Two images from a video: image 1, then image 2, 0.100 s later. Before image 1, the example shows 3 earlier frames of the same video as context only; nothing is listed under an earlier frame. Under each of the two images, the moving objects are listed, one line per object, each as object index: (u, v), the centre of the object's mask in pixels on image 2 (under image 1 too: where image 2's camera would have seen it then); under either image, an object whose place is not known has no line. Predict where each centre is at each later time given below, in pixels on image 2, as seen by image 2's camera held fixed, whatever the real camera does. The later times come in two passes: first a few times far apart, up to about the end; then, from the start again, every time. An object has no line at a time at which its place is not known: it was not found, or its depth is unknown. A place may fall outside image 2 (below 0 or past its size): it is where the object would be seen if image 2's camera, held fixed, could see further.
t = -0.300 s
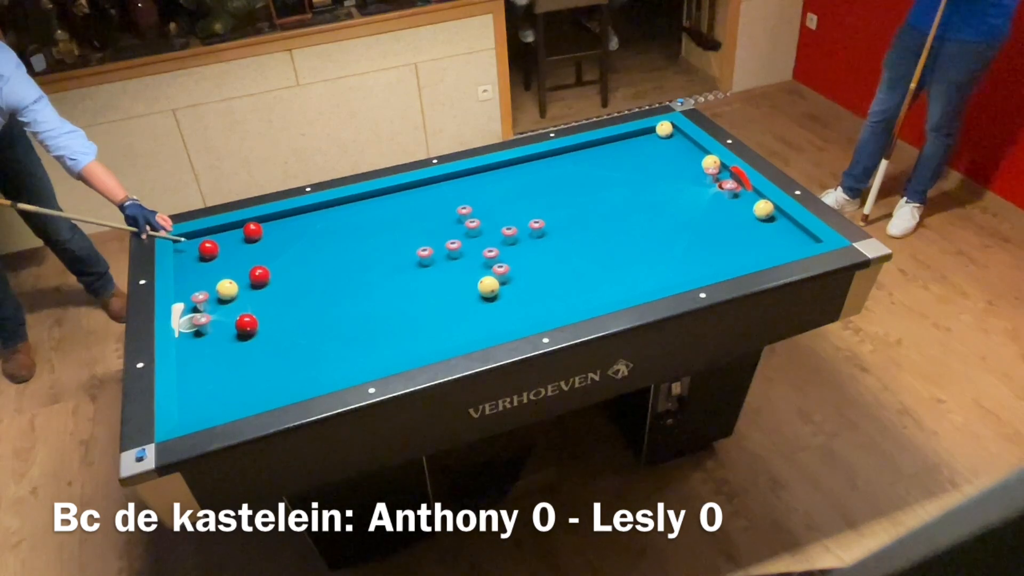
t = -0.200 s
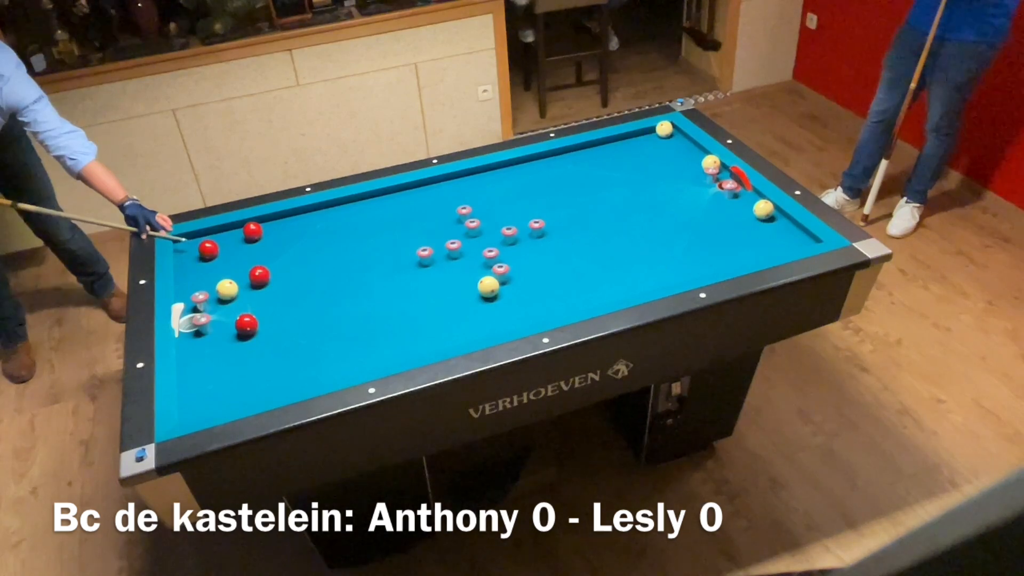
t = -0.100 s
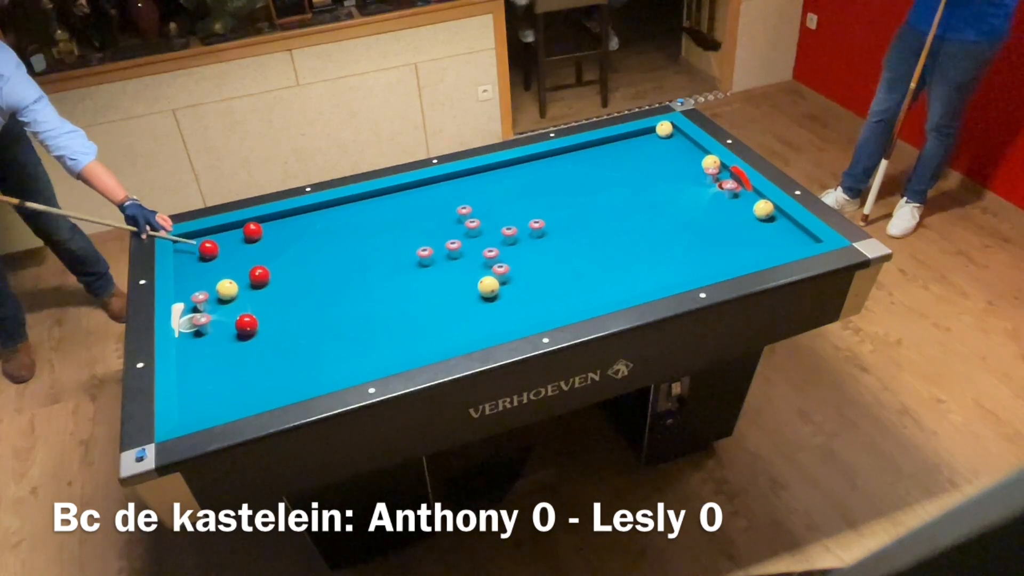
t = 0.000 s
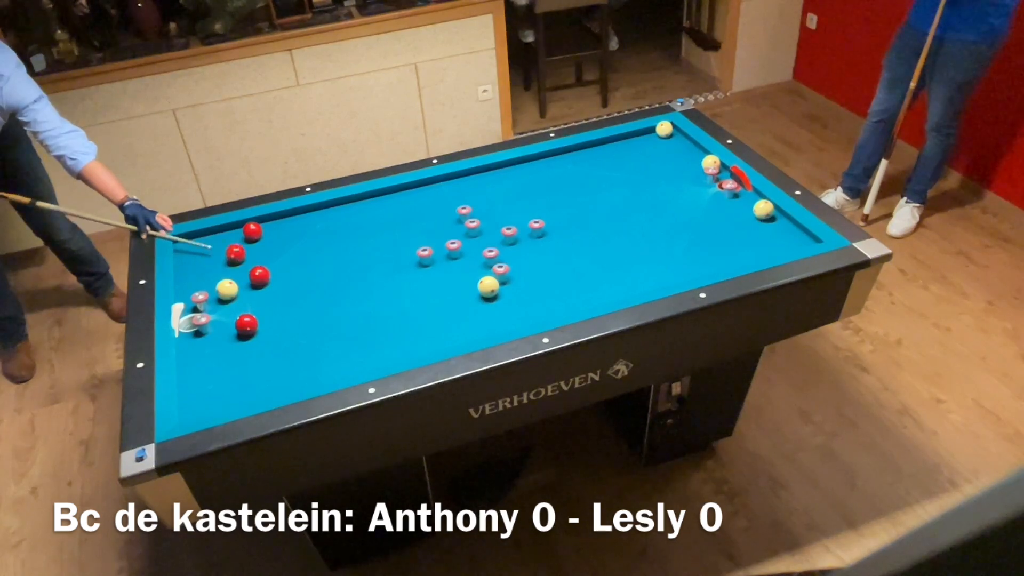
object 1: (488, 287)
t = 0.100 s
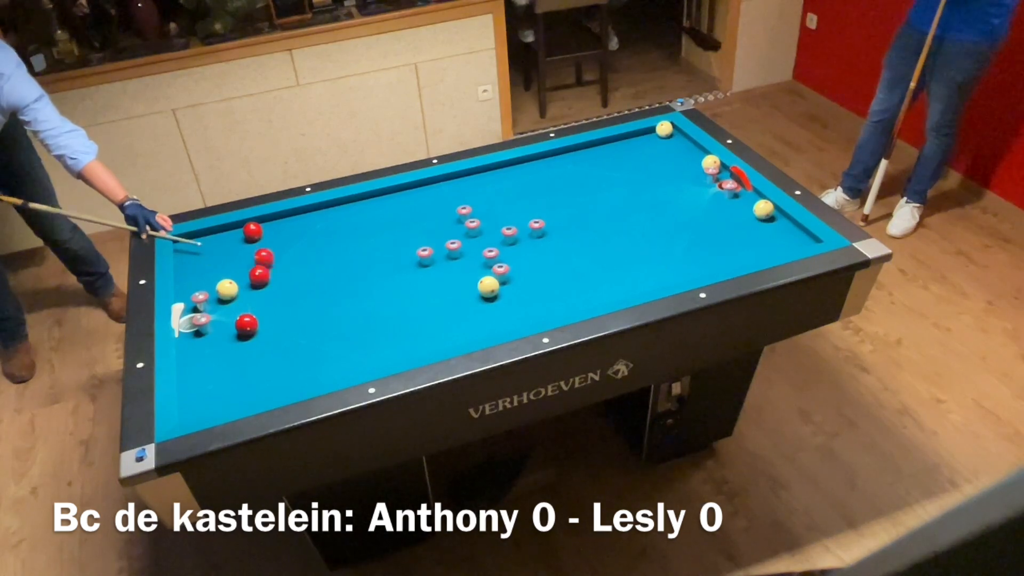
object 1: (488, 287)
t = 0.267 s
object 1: (488, 287)
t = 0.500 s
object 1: (488, 287)
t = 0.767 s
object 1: (488, 287)
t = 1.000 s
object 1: (534, 284)
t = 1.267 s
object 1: (587, 282)
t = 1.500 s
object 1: (633, 279)
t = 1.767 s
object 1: (682, 274)
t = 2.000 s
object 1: (708, 264)
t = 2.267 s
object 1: (735, 251)
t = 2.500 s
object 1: (757, 240)
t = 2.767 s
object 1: (780, 228)
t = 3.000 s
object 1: (779, 225)
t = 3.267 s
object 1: (760, 226)
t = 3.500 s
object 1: (745, 227)
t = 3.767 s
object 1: (729, 228)
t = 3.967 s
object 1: (717, 229)
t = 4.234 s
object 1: (702, 230)
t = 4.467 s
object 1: (691, 230)
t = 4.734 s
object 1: (679, 231)
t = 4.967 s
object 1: (669, 232)
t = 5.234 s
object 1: (658, 233)
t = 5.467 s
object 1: (650, 234)
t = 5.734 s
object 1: (641, 235)
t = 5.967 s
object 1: (635, 235)
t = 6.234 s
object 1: (628, 235)
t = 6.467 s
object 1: (623, 235)
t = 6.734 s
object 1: (619, 236)
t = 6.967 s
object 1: (615, 237)
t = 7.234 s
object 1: (613, 238)
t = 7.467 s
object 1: (612, 238)
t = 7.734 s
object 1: (611, 238)
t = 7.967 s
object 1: (611, 238)
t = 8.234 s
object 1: (611, 238)
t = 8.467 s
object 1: (611, 238)
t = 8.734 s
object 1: (611, 238)
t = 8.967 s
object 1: (611, 238)
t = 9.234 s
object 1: (611, 238)
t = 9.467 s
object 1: (611, 239)
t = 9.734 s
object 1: (611, 239)
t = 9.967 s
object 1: (611, 239)
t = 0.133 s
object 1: (488, 287)
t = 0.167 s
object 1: (488, 287)
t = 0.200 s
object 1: (488, 287)
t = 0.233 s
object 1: (488, 287)
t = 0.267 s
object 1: (488, 287)
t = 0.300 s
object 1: (488, 287)
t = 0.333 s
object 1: (488, 287)
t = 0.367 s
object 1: (488, 287)
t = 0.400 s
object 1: (488, 287)
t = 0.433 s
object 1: (488, 287)
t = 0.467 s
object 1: (488, 287)
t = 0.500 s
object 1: (488, 287)
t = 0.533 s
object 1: (488, 287)
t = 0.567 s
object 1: (488, 287)
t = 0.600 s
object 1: (488, 287)
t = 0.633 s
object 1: (488, 287)
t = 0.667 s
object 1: (488, 287)
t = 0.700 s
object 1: (488, 287)
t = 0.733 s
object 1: (488, 287)
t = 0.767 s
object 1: (488, 287)
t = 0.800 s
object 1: (488, 287)
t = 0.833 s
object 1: (497, 286)
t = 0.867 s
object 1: (506, 286)
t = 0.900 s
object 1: (514, 285)
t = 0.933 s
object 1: (521, 285)
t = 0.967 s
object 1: (528, 285)
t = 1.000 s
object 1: (534, 284)
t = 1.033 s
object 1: (541, 284)
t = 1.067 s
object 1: (548, 284)
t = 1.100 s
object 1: (554, 283)
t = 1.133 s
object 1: (561, 283)
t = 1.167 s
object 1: (567, 283)
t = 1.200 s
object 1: (574, 282)
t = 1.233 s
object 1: (581, 282)
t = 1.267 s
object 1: (587, 282)
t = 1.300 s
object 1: (594, 281)
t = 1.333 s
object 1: (600, 281)
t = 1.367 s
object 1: (607, 281)
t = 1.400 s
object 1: (613, 280)
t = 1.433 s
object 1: (620, 280)
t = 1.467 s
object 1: (626, 280)
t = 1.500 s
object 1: (633, 279)
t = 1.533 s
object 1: (639, 279)
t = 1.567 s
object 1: (645, 279)
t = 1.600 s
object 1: (652, 278)
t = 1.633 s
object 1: (658, 277)
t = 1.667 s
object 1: (664, 276)
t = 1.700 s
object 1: (670, 276)
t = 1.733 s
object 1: (676, 275)
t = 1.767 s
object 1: (682, 274)
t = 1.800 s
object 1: (686, 272)
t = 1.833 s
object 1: (689, 271)
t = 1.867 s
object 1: (693, 269)
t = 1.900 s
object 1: (697, 268)
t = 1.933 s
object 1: (700, 266)
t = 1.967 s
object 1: (704, 265)
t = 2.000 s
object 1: (708, 264)
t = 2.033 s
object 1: (711, 262)
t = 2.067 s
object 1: (715, 260)
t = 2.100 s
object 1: (719, 259)
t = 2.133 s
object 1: (722, 257)
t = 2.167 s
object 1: (725, 255)
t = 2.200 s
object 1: (729, 254)
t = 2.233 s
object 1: (732, 252)
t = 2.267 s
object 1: (735, 251)
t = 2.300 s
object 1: (738, 249)
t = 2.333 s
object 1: (742, 247)
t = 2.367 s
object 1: (745, 246)
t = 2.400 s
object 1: (748, 244)
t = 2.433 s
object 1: (751, 243)
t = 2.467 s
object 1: (754, 241)
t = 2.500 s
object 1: (757, 240)
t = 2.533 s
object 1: (760, 238)
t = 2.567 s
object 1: (763, 236)
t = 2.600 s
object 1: (766, 235)
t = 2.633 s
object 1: (769, 234)
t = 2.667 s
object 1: (772, 232)
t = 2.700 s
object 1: (775, 231)
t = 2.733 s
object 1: (778, 229)
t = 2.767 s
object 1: (780, 228)
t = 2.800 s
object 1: (783, 226)
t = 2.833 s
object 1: (786, 225)
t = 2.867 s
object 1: (789, 224)
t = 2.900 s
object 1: (786, 224)
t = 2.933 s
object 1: (783, 224)
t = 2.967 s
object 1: (781, 225)
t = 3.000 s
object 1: (779, 225)
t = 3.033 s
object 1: (776, 225)
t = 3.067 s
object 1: (774, 225)
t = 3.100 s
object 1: (772, 225)
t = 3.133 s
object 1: (769, 225)
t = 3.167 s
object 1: (767, 226)
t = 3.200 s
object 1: (765, 226)
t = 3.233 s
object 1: (762, 226)
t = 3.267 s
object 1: (760, 226)
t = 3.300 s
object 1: (758, 226)
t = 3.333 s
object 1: (756, 226)
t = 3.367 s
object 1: (753, 226)
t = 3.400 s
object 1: (751, 226)
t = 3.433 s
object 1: (749, 226)
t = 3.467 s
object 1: (747, 227)
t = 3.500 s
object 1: (745, 227)
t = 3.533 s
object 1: (743, 227)
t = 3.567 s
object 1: (741, 227)
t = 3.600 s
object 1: (739, 227)
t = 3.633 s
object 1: (737, 227)
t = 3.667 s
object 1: (735, 227)
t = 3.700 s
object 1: (733, 227)
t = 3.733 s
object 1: (731, 228)
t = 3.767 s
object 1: (729, 228)
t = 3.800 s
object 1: (727, 228)
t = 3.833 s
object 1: (725, 228)
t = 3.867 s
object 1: (723, 228)
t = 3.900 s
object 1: (721, 228)
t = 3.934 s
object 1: (719, 228)
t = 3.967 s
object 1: (717, 229)
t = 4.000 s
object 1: (715, 229)
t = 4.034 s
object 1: (713, 229)
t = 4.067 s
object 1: (712, 229)
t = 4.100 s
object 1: (710, 229)
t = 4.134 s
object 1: (708, 229)
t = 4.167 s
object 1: (706, 229)
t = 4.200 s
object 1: (704, 229)
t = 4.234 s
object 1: (702, 230)
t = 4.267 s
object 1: (701, 230)
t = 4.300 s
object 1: (699, 230)
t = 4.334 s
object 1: (698, 230)
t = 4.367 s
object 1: (696, 230)
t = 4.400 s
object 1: (694, 230)
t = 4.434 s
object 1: (693, 230)
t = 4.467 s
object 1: (691, 230)
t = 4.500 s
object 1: (689, 231)
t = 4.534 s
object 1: (688, 231)
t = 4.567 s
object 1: (686, 230)
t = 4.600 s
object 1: (685, 231)
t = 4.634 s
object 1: (683, 231)
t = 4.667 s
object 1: (682, 231)
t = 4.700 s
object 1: (680, 231)
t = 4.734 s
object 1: (679, 231)
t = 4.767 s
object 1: (677, 231)
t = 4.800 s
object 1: (676, 232)
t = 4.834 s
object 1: (674, 232)
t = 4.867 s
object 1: (673, 232)
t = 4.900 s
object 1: (671, 232)
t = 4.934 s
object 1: (670, 232)
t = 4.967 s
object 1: (669, 232)
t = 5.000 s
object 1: (667, 232)
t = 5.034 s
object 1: (666, 232)
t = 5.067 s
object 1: (664, 232)
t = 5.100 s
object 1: (663, 233)
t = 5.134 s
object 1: (662, 232)
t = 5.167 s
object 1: (660, 233)
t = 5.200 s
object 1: (659, 233)
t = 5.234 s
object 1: (658, 233)
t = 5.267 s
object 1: (657, 233)
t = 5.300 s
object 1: (656, 233)
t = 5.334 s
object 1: (655, 233)
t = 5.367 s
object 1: (653, 233)
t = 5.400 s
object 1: (652, 234)
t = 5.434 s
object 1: (651, 234)
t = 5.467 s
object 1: (650, 234)
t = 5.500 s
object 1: (649, 234)
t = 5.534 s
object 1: (648, 234)
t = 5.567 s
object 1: (647, 234)
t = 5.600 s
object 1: (645, 234)
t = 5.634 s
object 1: (644, 234)
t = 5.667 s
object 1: (644, 234)
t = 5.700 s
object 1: (643, 234)
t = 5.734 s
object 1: (641, 235)
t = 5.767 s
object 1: (641, 235)
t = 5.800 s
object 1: (639, 235)
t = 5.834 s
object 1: (638, 235)
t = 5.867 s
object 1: (638, 235)
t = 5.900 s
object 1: (637, 235)
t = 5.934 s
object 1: (636, 235)
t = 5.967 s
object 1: (635, 235)
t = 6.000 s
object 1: (634, 235)
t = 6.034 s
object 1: (633, 235)
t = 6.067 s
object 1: (632, 235)
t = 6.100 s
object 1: (632, 235)
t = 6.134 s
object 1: (631, 235)
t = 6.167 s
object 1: (630, 235)
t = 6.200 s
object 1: (629, 235)
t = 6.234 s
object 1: (628, 235)
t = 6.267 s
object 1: (627, 235)
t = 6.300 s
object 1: (627, 235)
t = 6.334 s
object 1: (626, 236)
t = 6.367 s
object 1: (625, 236)
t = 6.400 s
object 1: (625, 236)
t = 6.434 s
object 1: (624, 235)
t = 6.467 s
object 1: (623, 235)
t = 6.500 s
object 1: (623, 236)
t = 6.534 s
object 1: (622, 236)
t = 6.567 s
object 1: (621, 236)
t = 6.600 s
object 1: (621, 236)
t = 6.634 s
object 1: (620, 236)
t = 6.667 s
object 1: (620, 236)
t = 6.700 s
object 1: (619, 236)
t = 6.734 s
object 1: (619, 236)
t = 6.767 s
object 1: (618, 236)
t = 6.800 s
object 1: (618, 236)
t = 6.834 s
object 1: (617, 237)
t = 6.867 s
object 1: (617, 237)
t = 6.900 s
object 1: (616, 237)
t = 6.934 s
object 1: (616, 237)
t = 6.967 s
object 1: (615, 237)
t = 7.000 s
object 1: (615, 237)
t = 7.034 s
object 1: (615, 237)
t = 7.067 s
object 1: (615, 237)
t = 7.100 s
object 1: (614, 237)
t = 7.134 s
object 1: (614, 237)
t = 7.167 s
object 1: (614, 237)
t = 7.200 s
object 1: (614, 238)
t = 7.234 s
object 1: (613, 238)
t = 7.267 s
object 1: (613, 238)
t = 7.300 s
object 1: (613, 238)
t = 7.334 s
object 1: (613, 238)
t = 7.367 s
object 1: (613, 238)
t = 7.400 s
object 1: (612, 238)
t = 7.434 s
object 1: (612, 238)
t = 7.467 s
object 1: (612, 238)
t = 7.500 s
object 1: (612, 238)
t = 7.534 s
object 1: (612, 238)
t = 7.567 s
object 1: (612, 238)
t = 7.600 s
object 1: (612, 238)
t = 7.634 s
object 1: (612, 238)
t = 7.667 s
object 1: (611, 238)
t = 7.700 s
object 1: (611, 239)
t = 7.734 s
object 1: (611, 238)
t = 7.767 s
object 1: (611, 238)
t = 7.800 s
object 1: (611, 238)
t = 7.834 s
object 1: (611, 238)
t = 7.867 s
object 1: (611, 238)
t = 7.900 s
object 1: (611, 239)
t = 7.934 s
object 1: (611, 238)
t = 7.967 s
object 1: (611, 238)
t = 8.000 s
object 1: (611, 238)
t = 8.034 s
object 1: (611, 238)
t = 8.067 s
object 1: (611, 238)
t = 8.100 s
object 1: (611, 239)
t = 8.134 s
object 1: (611, 239)
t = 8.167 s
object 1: (611, 239)
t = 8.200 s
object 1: (611, 238)
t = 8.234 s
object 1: (611, 238)
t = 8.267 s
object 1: (611, 238)
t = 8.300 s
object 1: (611, 238)
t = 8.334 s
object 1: (611, 239)
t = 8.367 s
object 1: (611, 238)
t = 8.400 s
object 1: (611, 238)
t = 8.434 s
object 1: (611, 238)
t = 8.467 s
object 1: (611, 238)
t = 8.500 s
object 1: (611, 239)
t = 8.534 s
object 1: (611, 239)
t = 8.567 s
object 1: (611, 239)
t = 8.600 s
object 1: (611, 238)
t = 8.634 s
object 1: (611, 239)
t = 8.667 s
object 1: (611, 239)
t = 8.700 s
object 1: (611, 238)
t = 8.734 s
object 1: (611, 238)
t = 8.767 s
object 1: (611, 238)
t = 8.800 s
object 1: (611, 239)
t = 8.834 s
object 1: (611, 239)
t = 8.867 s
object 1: (611, 238)
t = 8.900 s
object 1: (611, 238)
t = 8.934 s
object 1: (611, 238)
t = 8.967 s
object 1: (611, 238)
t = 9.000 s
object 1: (611, 238)
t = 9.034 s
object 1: (611, 238)
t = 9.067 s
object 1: (611, 238)
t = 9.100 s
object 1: (611, 238)
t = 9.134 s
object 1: (611, 238)
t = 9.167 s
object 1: (611, 238)
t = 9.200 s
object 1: (611, 238)
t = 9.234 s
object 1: (611, 238)
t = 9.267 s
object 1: (611, 239)
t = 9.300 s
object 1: (611, 238)
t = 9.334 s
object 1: (611, 238)
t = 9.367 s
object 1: (611, 238)
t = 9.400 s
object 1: (611, 238)
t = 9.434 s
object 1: (611, 238)
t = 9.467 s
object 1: (611, 239)
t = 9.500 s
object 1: (611, 238)
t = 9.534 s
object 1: (611, 239)
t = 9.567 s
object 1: (611, 239)
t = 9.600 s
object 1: (611, 238)
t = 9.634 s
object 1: (611, 238)
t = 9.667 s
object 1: (611, 239)
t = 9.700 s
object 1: (611, 239)
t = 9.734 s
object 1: (611, 239)
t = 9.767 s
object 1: (611, 239)
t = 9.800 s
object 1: (611, 239)
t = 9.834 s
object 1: (611, 238)
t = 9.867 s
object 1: (611, 238)
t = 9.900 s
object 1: (611, 238)
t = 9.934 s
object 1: (611, 239)
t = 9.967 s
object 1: (611, 239)
